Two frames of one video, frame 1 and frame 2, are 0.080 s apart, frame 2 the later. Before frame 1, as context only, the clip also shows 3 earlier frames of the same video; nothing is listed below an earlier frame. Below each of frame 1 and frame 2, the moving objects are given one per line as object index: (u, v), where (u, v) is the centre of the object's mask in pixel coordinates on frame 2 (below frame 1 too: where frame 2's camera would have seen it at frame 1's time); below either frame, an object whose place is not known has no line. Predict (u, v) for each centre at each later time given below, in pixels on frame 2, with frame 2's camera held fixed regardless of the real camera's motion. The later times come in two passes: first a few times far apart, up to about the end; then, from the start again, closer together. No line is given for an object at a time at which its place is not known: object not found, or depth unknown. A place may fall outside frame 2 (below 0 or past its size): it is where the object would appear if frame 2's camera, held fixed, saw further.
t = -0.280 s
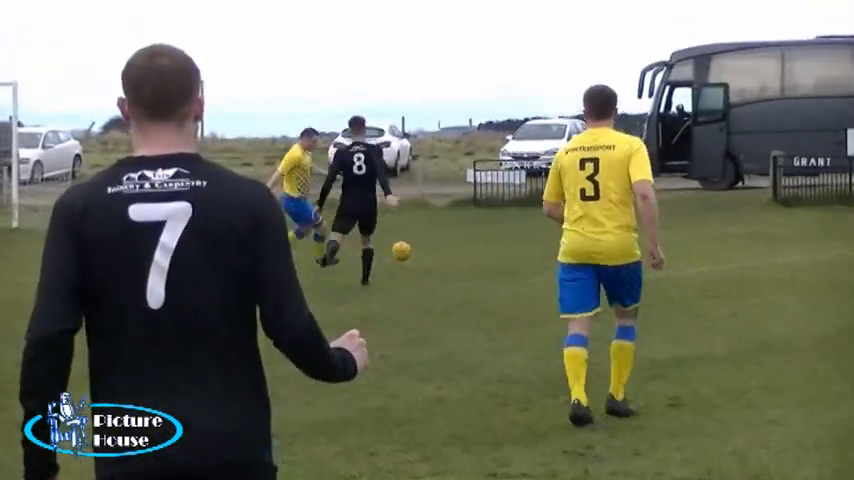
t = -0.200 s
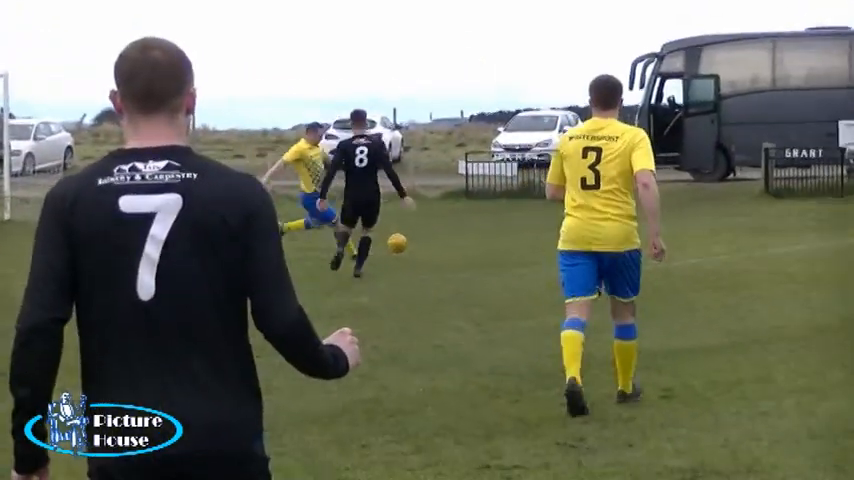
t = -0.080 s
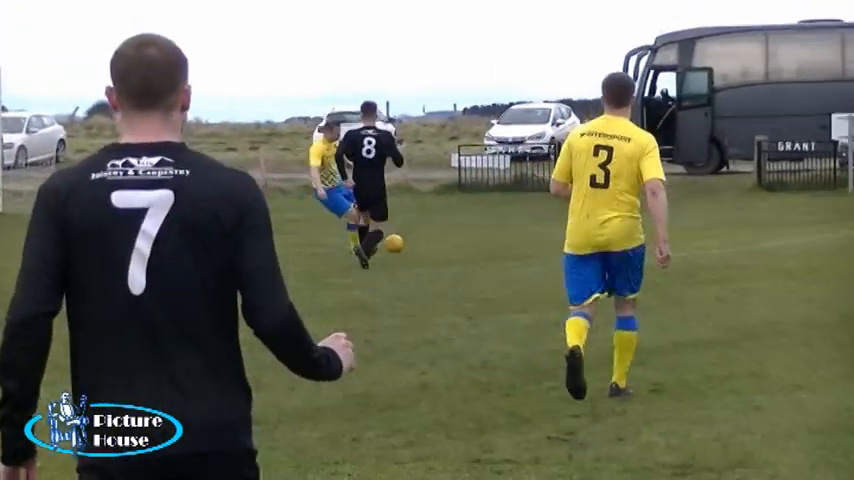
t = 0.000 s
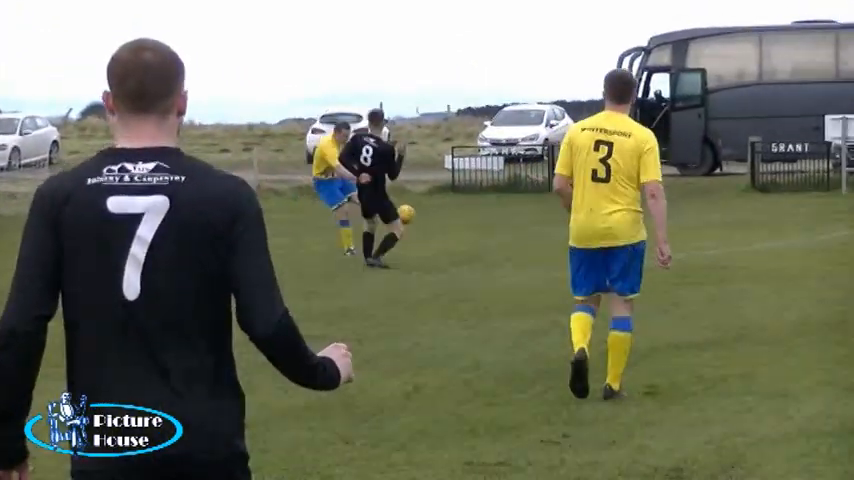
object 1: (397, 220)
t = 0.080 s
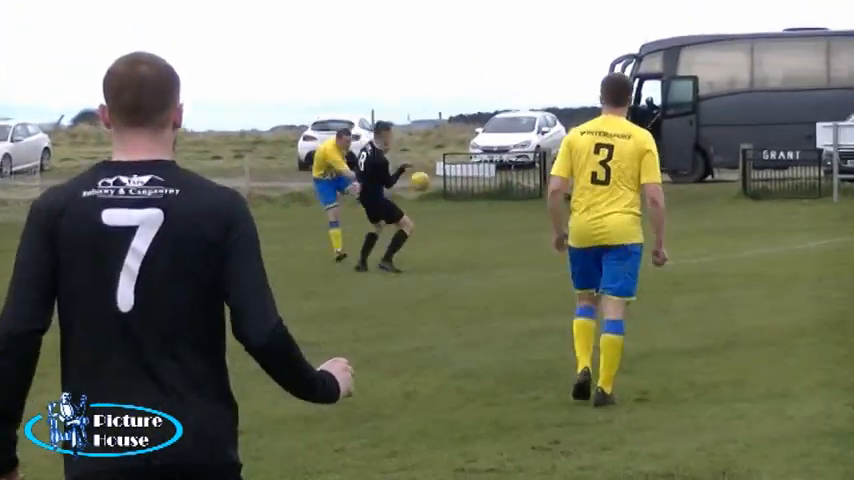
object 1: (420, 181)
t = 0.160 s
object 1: (440, 144)
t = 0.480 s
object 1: (510, 38)
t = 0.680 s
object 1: (541, 16)
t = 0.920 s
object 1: (563, 61)
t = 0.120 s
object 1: (430, 162)
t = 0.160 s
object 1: (440, 144)
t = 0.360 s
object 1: (488, 70)
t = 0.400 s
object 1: (496, 58)
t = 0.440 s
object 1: (502, 48)
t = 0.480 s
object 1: (510, 38)
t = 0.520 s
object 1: (517, 31)
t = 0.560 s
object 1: (523, 24)
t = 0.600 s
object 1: (530, 20)
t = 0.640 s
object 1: (536, 17)
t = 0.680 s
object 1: (541, 16)
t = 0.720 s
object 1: (546, 17)
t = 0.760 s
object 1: (551, 21)
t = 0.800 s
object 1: (555, 27)
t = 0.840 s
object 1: (558, 35)
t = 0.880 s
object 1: (561, 47)
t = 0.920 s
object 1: (563, 61)
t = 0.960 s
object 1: (564, 78)
